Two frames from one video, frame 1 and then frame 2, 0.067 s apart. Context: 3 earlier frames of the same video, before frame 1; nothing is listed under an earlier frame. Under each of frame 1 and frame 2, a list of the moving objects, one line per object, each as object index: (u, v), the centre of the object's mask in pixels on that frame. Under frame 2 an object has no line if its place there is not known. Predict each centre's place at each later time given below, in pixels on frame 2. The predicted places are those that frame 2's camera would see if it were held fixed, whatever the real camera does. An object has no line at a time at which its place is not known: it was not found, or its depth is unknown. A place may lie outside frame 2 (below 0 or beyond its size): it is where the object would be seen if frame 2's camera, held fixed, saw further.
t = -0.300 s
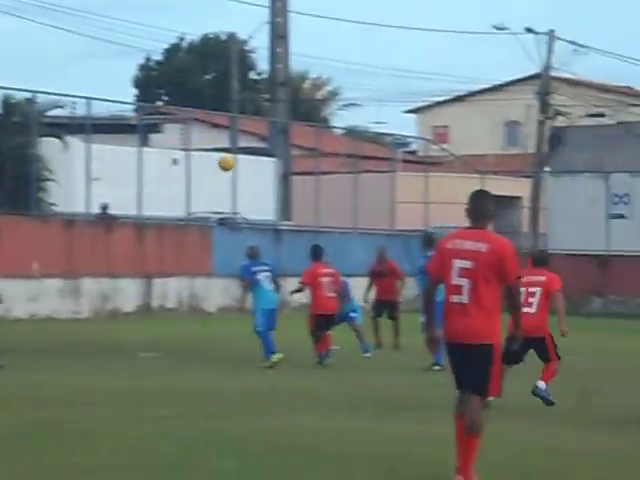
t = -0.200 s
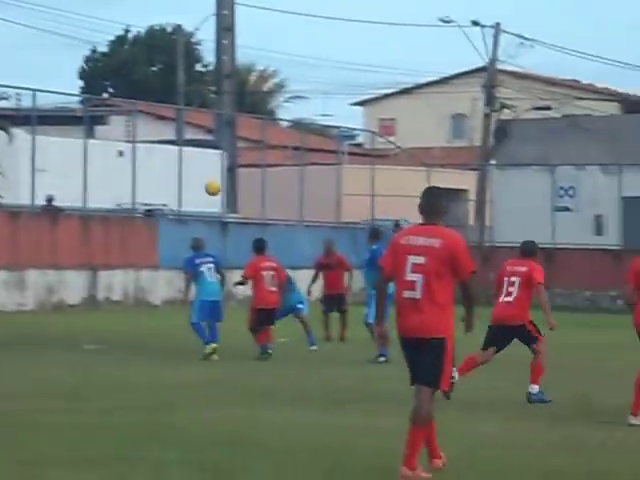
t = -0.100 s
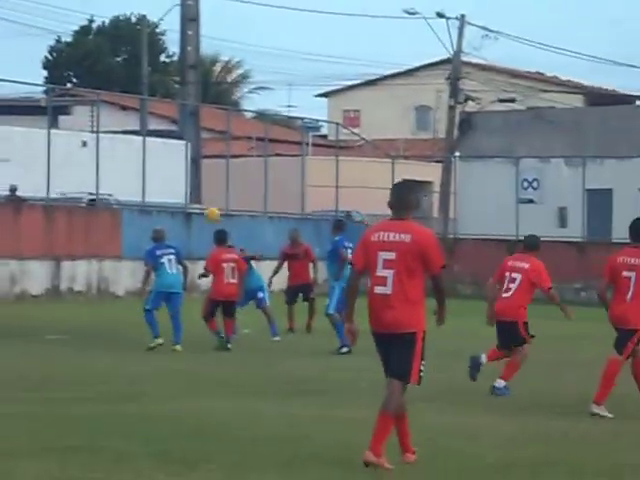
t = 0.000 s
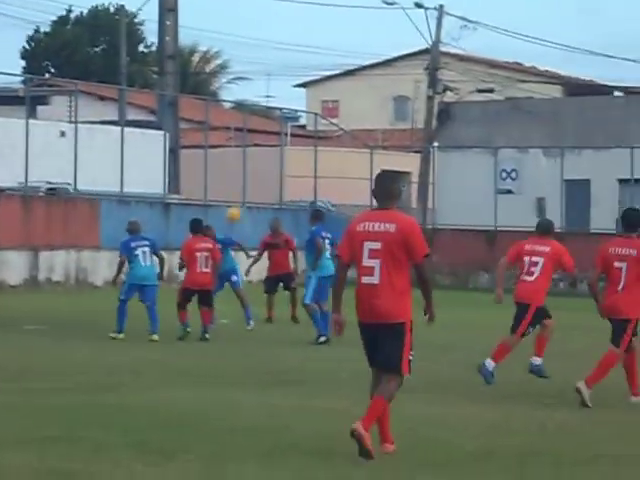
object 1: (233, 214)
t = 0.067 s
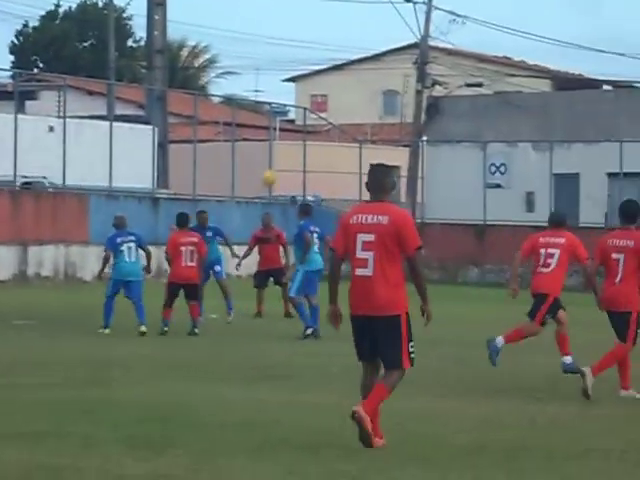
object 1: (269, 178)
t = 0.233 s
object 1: (387, 113)
